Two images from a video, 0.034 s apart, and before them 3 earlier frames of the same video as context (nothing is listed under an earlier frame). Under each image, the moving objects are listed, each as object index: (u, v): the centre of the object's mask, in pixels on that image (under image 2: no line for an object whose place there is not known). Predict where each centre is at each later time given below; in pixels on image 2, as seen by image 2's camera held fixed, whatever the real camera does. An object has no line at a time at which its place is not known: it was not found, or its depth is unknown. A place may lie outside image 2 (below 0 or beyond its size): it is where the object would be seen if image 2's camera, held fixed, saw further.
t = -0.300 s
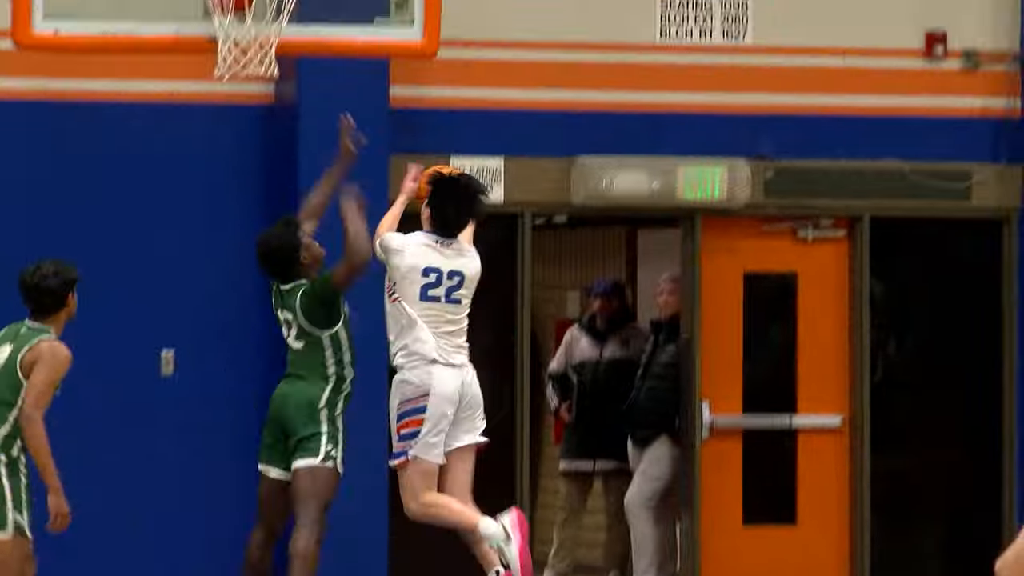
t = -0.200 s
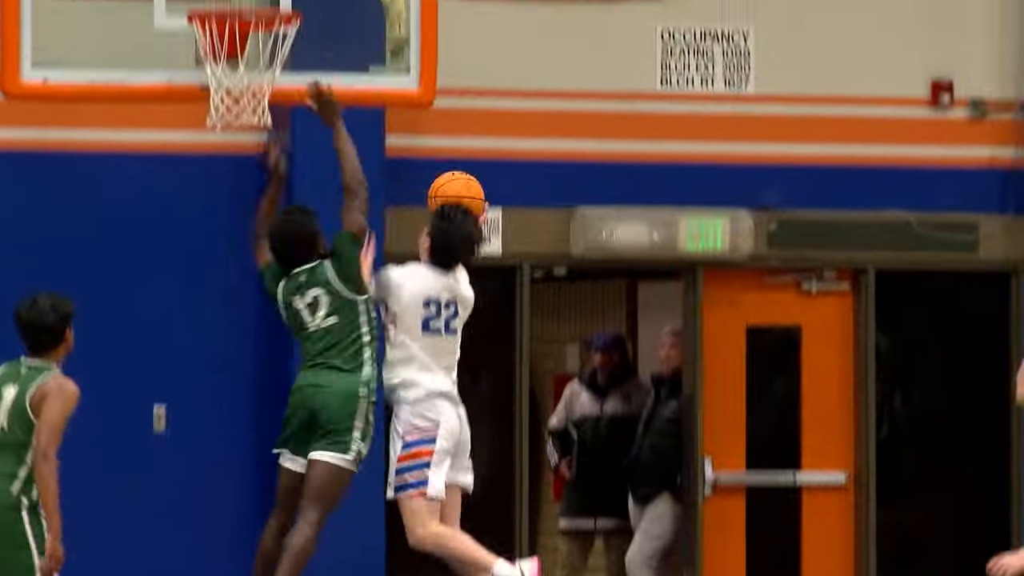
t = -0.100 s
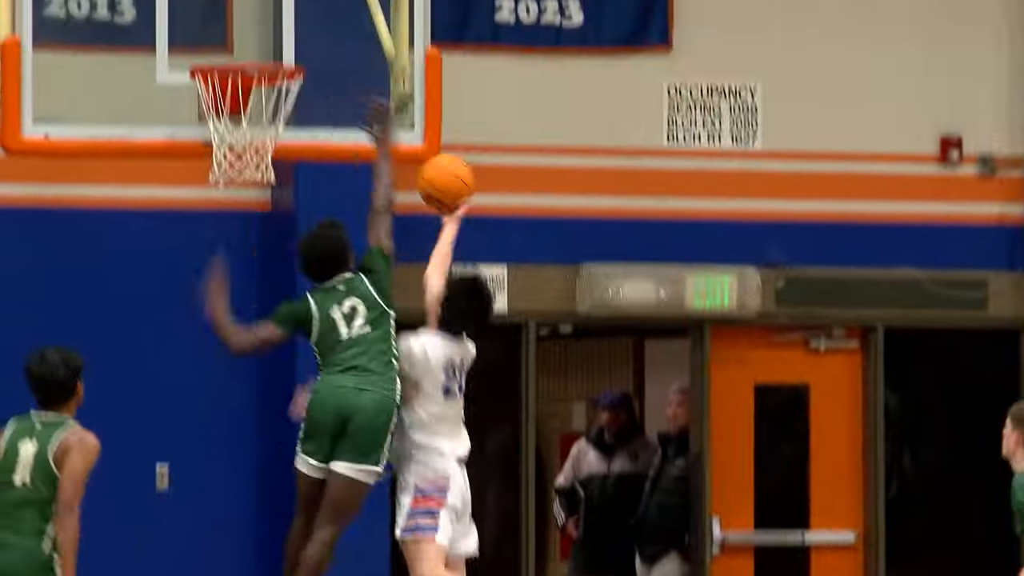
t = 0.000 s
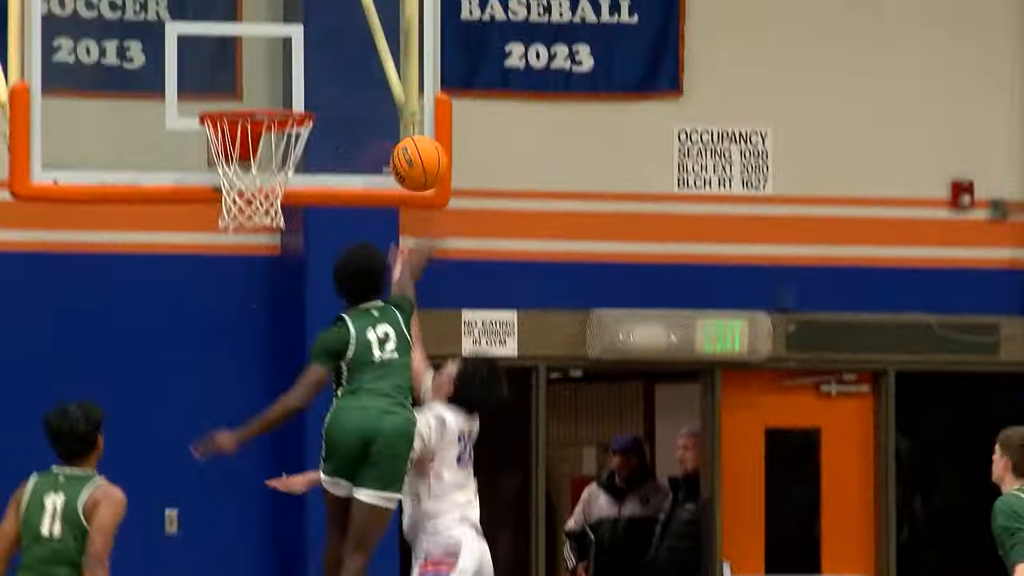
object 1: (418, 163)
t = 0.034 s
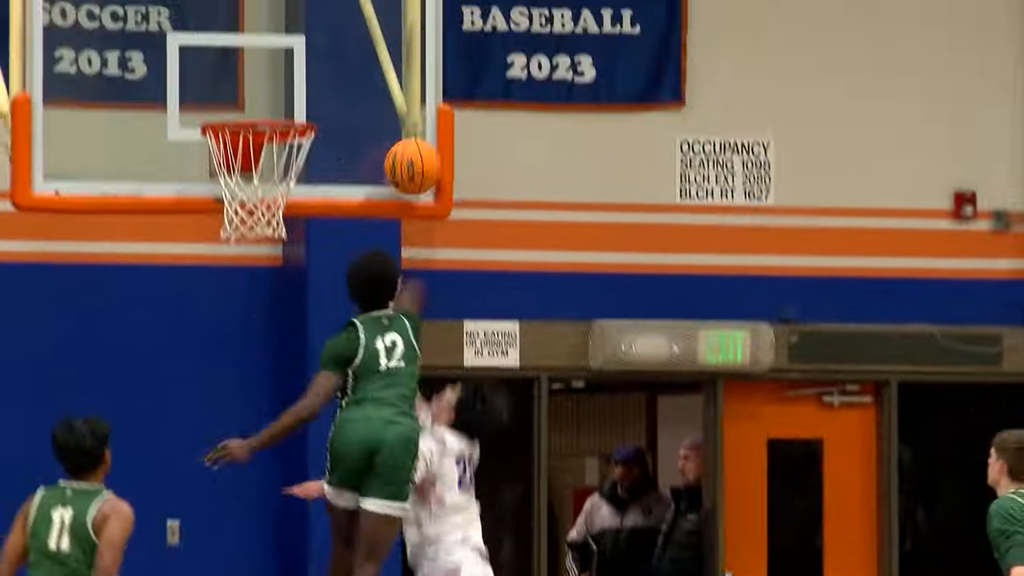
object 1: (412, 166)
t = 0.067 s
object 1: (416, 166)
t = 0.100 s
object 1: (427, 171)
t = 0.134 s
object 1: (439, 177)
